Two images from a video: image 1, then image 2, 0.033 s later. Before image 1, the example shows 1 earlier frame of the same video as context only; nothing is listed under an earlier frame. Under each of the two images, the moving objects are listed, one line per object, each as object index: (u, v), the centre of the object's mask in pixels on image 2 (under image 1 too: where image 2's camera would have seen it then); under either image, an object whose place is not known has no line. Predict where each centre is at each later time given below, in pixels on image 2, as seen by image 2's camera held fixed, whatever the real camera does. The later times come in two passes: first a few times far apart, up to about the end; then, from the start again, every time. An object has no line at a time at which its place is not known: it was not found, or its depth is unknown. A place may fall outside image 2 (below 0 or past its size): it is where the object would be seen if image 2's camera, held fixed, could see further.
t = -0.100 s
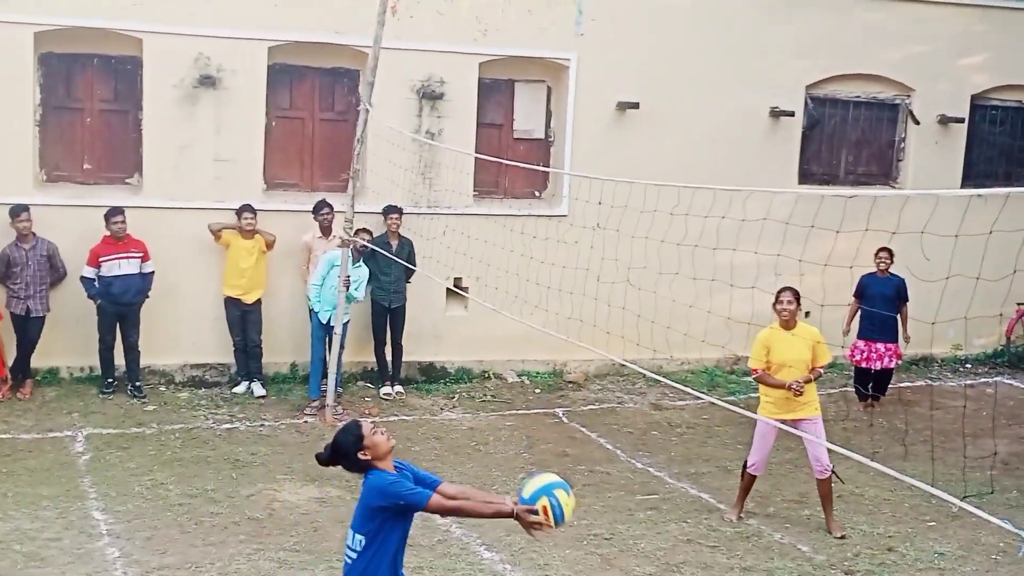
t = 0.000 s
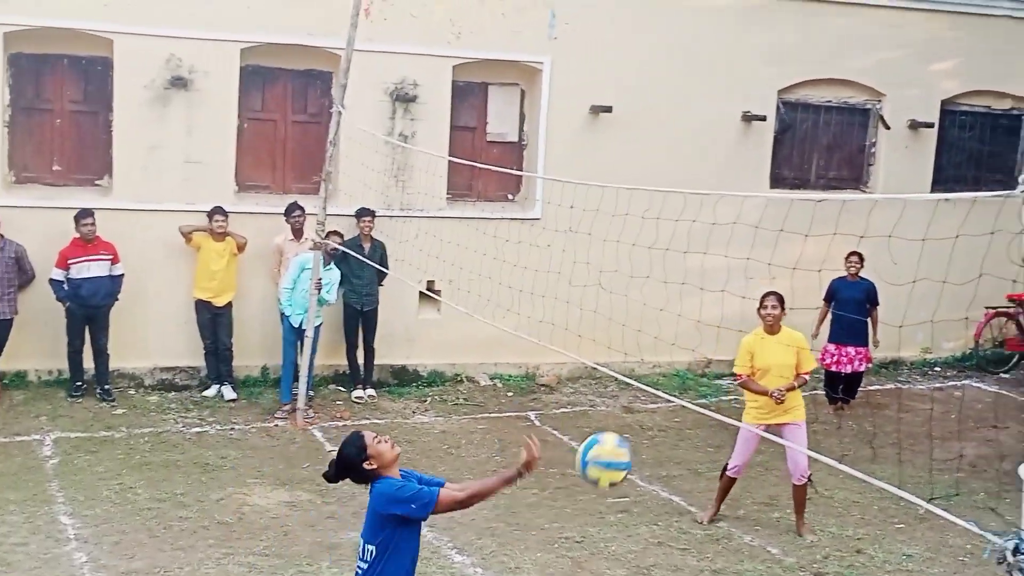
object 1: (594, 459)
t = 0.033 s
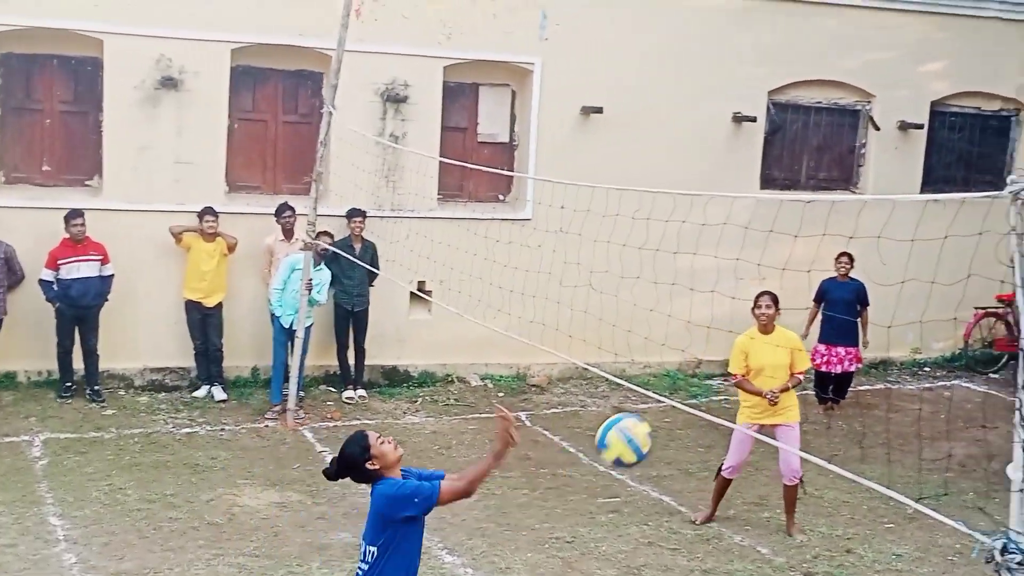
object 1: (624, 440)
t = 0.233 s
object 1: (745, 369)
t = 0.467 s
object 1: (716, 314)
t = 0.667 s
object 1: (640, 347)
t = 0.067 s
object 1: (653, 424)
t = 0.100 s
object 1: (681, 410)
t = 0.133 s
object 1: (704, 397)
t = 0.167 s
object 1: (722, 386)
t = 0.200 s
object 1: (735, 378)
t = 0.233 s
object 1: (745, 369)
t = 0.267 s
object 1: (750, 358)
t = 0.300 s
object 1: (753, 348)
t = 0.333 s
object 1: (752, 339)
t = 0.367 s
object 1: (746, 331)
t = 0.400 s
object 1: (737, 323)
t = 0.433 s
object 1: (727, 318)
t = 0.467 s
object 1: (716, 314)
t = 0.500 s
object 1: (704, 313)
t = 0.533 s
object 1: (692, 315)
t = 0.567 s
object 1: (680, 319)
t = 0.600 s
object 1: (667, 326)
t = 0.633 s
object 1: (654, 335)
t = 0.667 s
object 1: (640, 347)
